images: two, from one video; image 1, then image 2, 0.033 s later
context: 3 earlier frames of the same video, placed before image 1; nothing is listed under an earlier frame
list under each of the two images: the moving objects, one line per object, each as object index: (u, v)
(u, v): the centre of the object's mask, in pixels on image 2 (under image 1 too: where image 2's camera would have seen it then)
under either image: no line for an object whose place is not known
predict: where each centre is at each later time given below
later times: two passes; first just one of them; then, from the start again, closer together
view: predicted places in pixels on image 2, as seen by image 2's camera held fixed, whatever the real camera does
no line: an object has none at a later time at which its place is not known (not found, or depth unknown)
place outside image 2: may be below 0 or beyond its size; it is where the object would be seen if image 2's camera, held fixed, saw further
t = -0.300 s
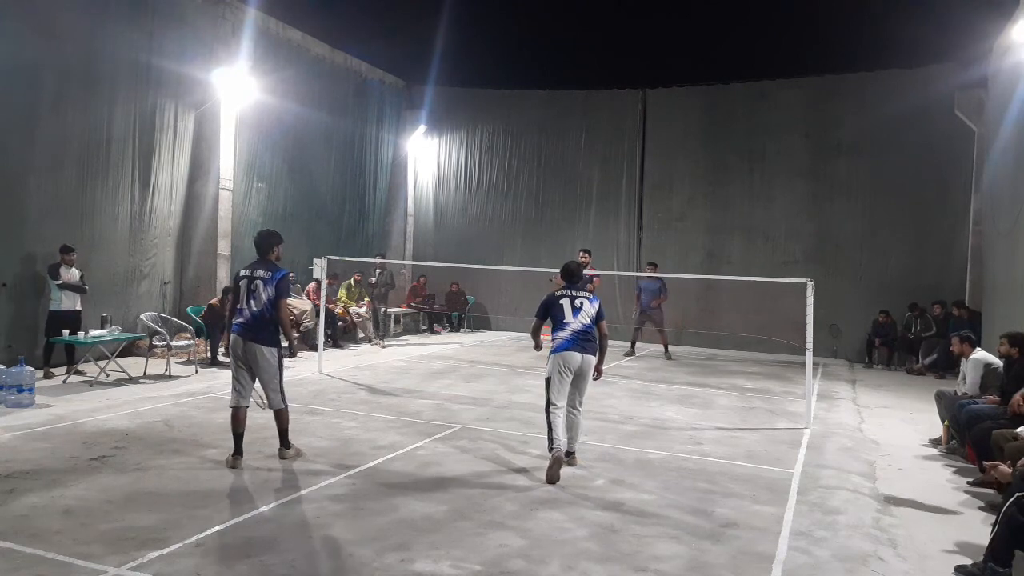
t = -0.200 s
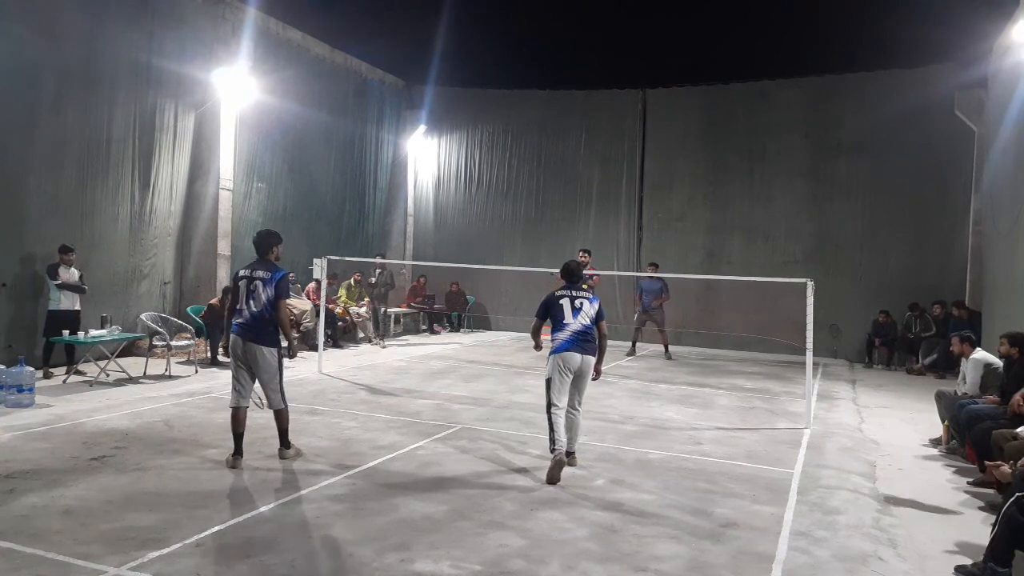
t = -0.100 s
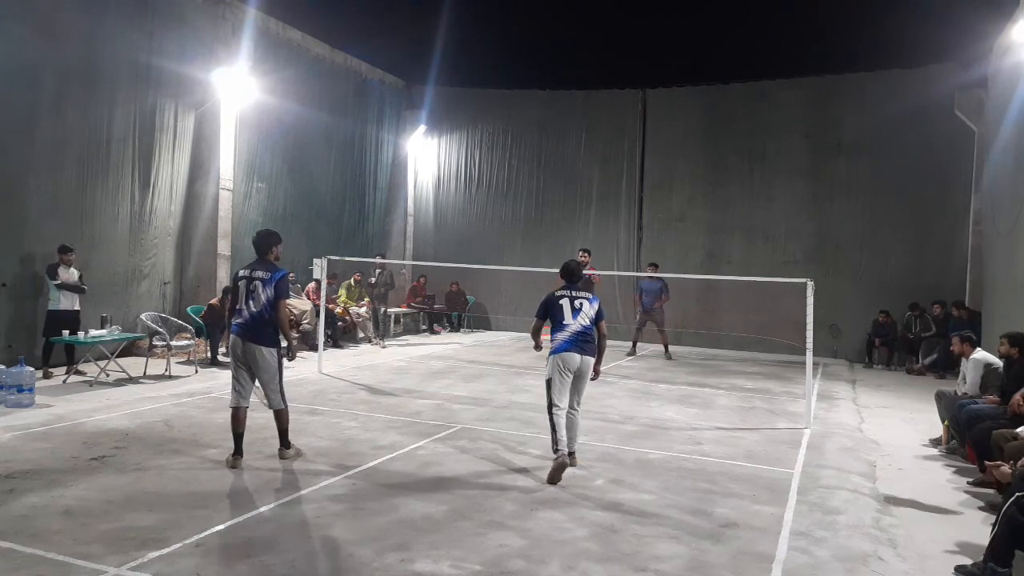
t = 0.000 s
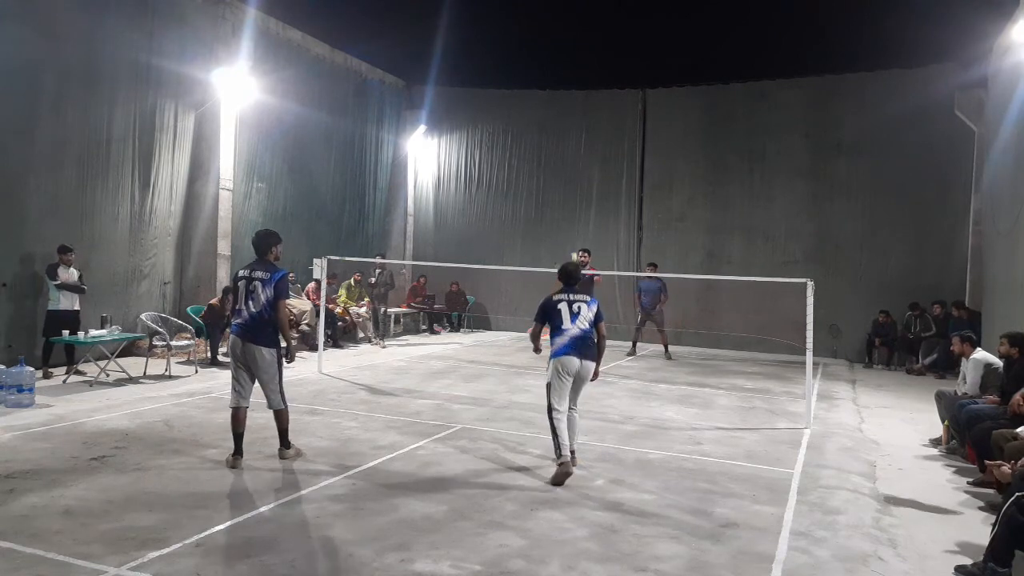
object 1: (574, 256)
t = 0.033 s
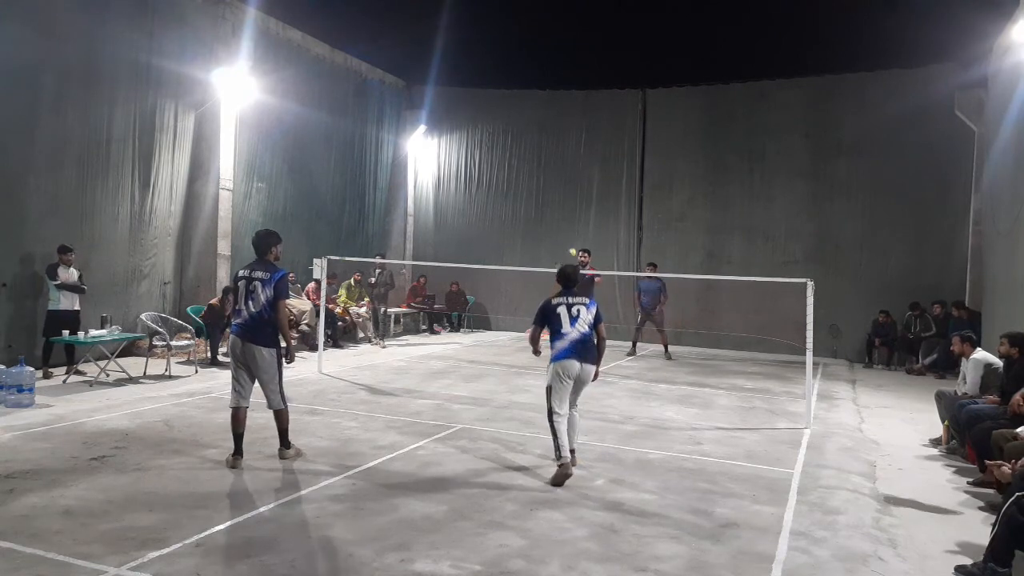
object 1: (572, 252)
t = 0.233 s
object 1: (556, 246)
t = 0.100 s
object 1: (567, 246)
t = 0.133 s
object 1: (563, 244)
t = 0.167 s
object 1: (560, 244)
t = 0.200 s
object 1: (558, 245)
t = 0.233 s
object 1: (556, 246)
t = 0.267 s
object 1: (553, 249)
